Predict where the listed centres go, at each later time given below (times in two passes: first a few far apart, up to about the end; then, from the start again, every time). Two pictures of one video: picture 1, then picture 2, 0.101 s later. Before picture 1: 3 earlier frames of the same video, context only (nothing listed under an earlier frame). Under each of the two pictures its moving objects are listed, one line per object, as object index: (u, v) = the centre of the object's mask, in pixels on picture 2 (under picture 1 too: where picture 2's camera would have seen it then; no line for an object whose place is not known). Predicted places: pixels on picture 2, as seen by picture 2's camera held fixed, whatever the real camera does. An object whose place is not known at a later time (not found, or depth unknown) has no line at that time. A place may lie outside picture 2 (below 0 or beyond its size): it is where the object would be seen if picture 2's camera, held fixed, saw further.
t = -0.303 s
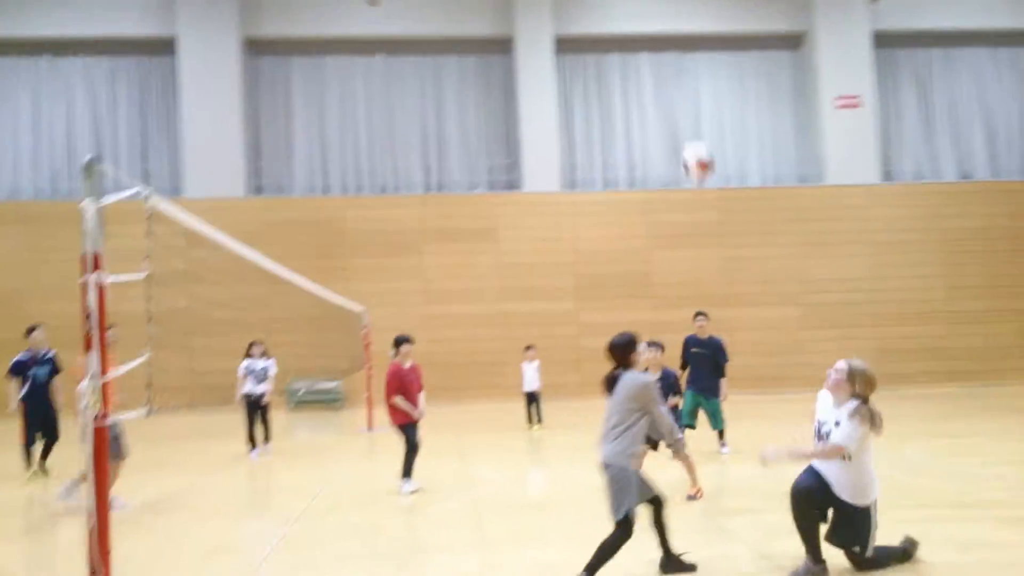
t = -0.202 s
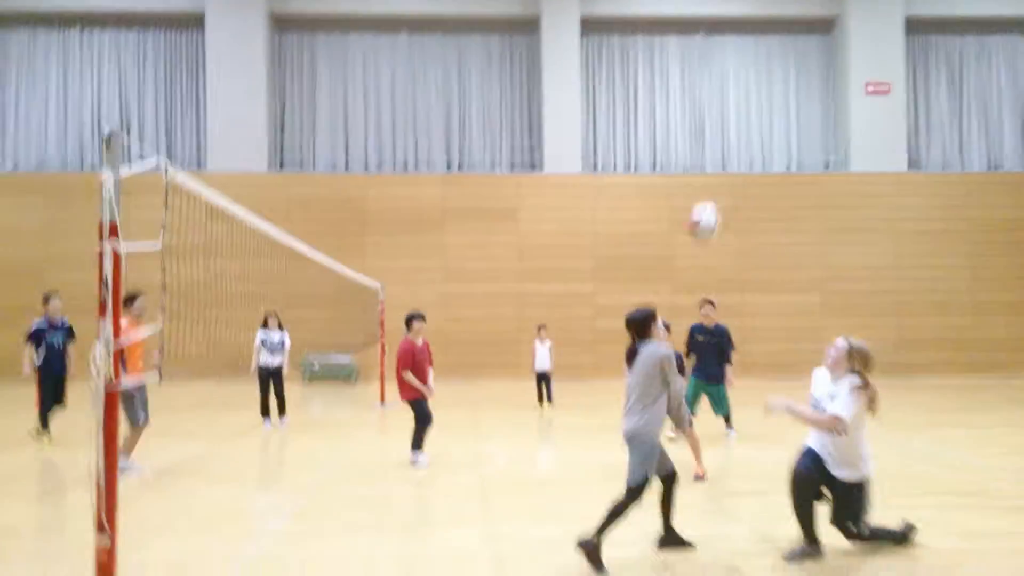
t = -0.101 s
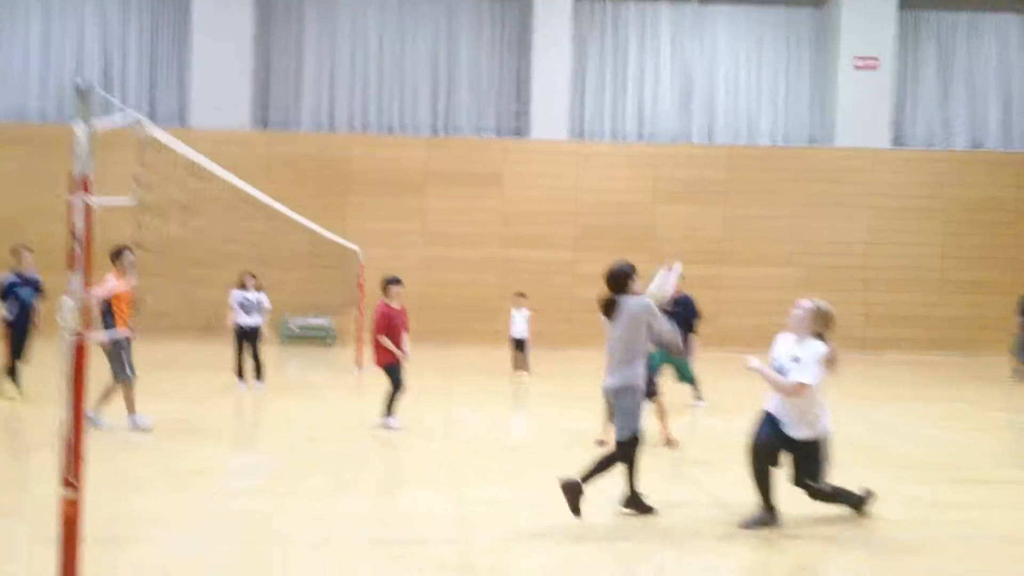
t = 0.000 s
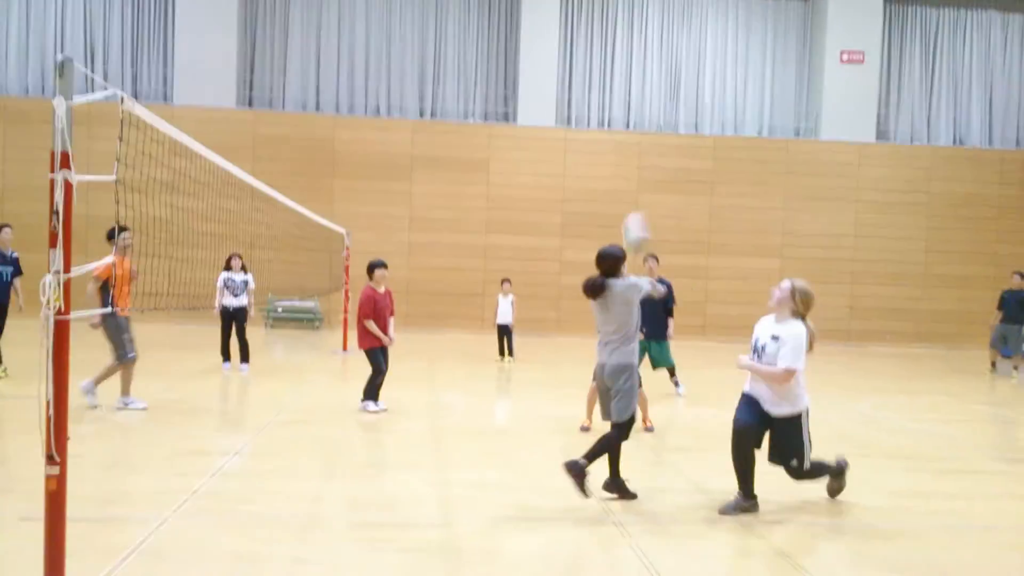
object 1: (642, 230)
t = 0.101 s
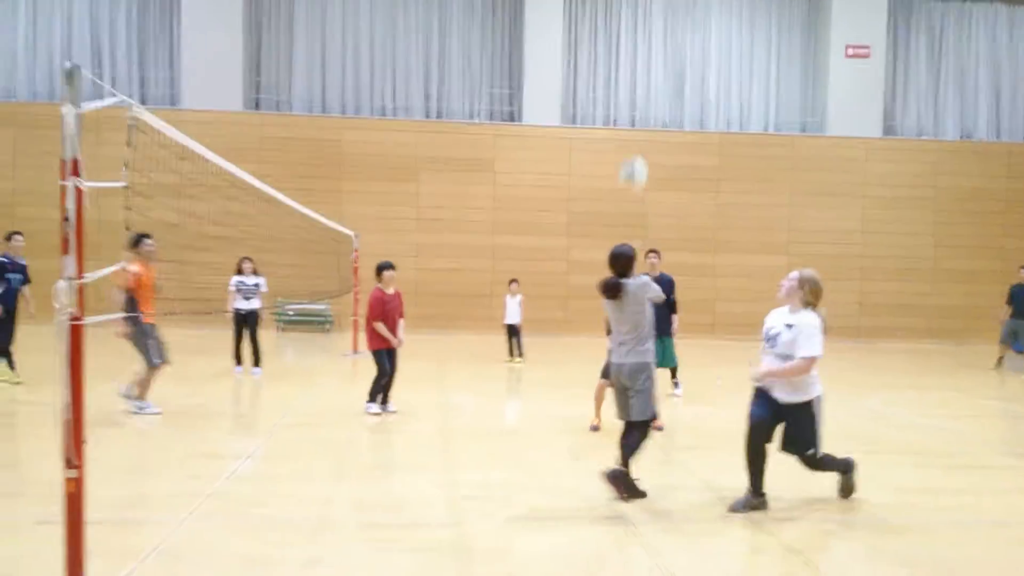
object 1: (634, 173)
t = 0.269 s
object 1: (620, 113)
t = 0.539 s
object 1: (599, 102)
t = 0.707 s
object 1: (585, 135)
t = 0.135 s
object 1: (630, 157)
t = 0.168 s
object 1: (627, 143)
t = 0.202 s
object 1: (625, 130)
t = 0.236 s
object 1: (623, 120)
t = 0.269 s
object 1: (620, 113)
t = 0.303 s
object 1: (615, 109)
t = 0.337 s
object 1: (614, 102)
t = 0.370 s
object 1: (611, 98)
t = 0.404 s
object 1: (609, 96)
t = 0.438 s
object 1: (606, 95)
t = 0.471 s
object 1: (603, 95)
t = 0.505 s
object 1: (601, 98)
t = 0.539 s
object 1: (599, 102)
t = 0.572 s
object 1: (595, 106)
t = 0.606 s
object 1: (593, 110)
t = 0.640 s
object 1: (591, 115)
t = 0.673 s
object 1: (589, 123)
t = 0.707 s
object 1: (585, 135)
